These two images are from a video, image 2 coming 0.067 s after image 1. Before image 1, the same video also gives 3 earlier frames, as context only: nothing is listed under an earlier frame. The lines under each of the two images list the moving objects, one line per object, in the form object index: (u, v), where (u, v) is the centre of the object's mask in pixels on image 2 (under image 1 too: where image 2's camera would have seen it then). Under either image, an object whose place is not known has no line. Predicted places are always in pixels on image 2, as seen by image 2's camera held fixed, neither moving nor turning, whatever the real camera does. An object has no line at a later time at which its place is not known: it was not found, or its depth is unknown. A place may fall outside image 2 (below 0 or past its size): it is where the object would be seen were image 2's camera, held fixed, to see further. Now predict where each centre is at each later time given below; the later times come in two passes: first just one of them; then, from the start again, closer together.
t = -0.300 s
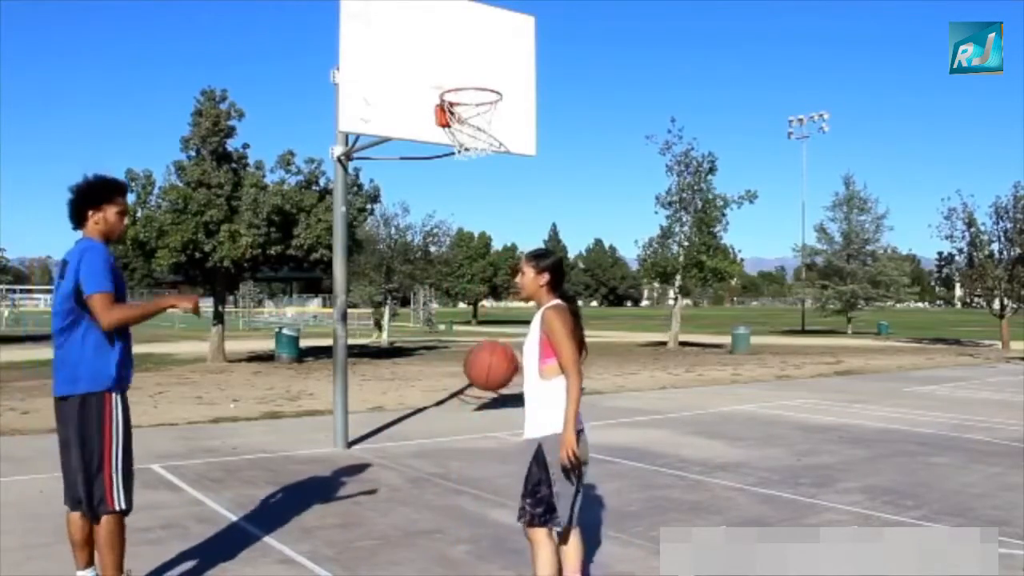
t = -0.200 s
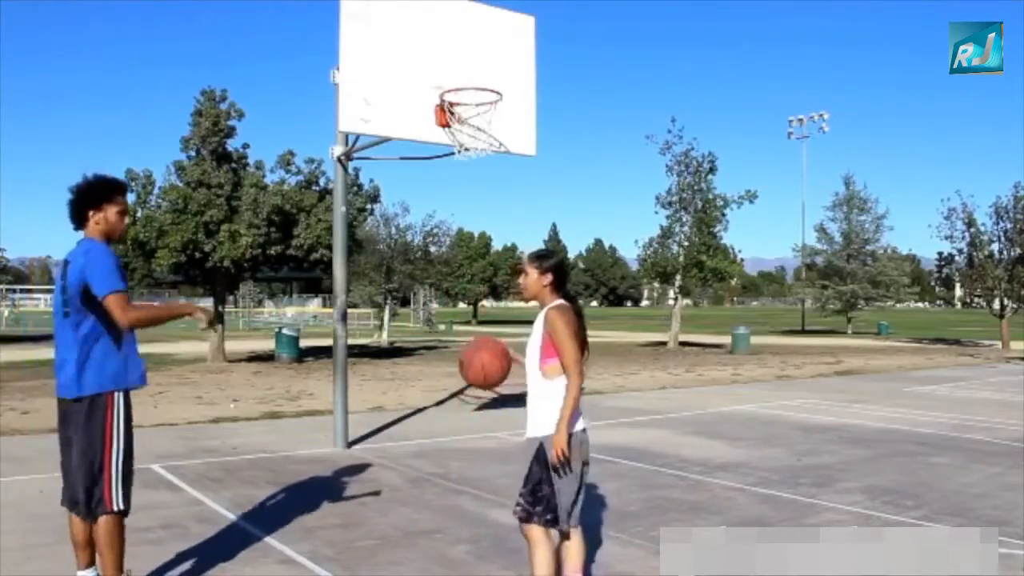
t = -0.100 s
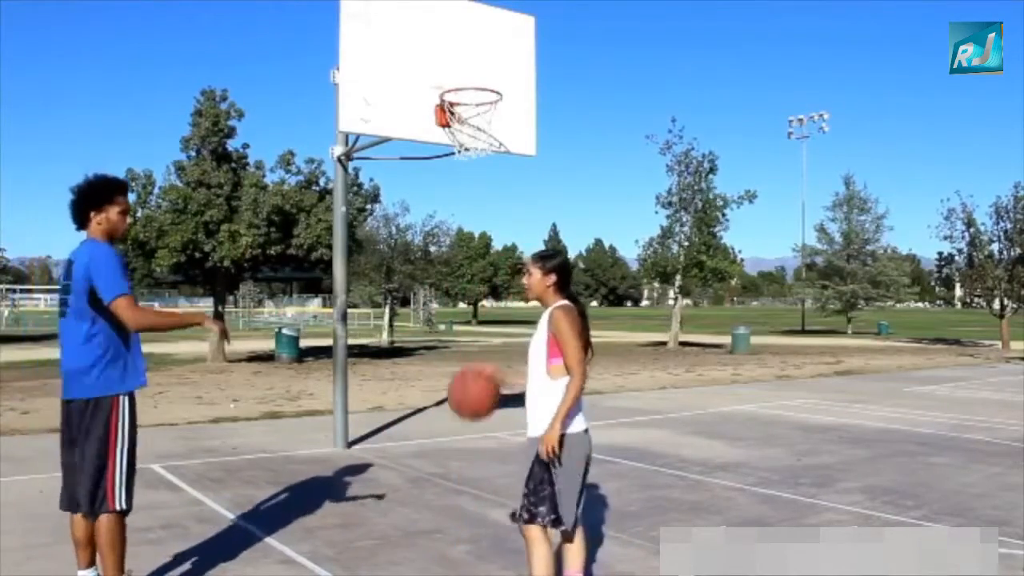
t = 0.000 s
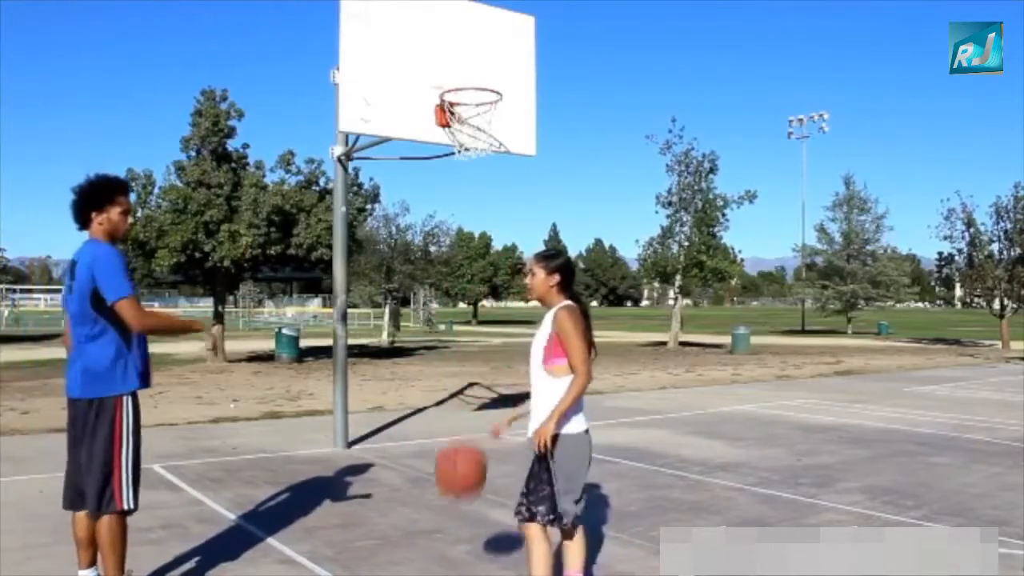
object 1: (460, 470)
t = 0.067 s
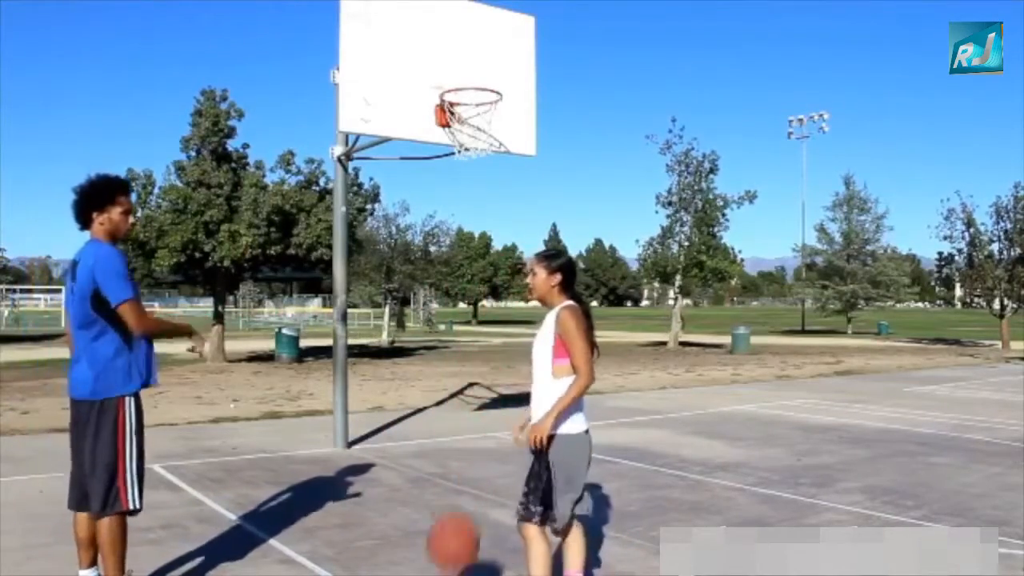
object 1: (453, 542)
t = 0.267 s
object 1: (452, 482)
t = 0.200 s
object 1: (451, 529)
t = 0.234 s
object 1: (452, 503)
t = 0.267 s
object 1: (452, 482)
